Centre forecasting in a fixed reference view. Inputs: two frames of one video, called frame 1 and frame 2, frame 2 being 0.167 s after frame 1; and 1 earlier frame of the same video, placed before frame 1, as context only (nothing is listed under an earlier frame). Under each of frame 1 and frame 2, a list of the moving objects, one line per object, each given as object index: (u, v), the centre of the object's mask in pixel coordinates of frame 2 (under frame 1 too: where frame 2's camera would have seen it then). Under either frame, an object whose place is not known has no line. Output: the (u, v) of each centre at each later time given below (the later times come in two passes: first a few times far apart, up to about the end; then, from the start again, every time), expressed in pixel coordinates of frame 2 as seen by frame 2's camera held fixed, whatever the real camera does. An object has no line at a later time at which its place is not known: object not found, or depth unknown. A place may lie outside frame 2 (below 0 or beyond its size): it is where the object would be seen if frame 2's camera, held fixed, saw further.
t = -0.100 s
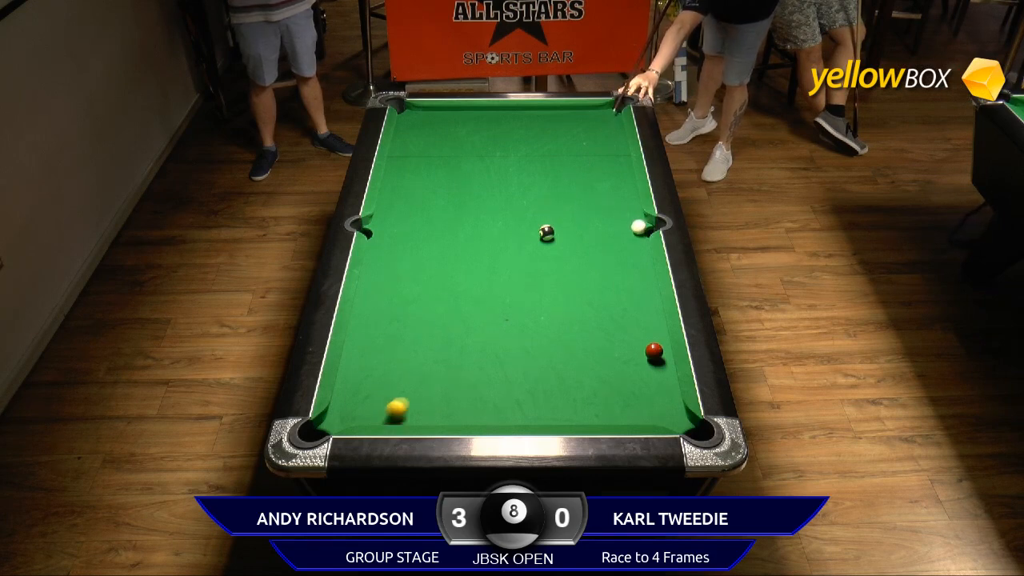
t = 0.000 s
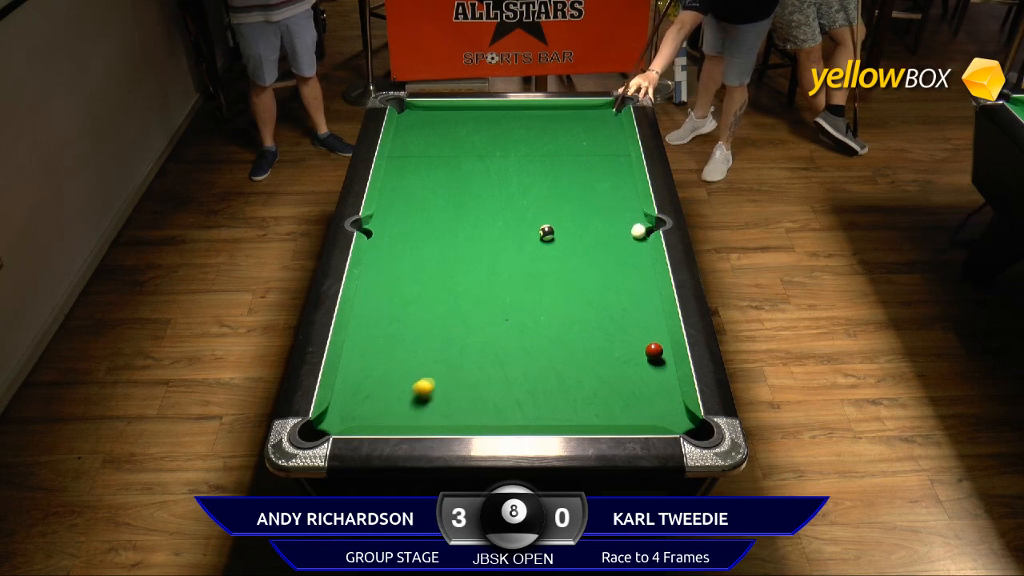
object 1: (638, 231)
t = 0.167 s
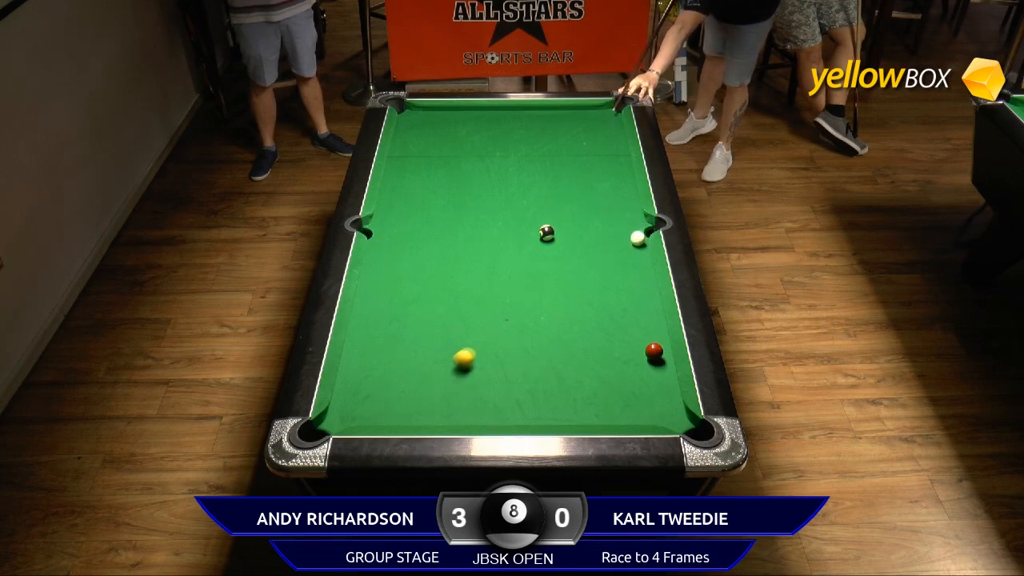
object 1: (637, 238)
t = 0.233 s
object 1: (637, 241)
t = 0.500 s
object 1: (636, 251)
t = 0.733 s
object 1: (635, 259)
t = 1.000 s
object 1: (633, 268)
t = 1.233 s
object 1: (631, 275)
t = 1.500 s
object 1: (630, 282)
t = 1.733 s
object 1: (628, 287)
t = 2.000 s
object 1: (626, 292)
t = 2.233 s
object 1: (624, 295)
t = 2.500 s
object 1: (623, 298)
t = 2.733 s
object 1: (622, 299)
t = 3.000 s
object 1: (621, 300)
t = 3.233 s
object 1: (621, 300)
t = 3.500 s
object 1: (622, 300)
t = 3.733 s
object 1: (622, 300)
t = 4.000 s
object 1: (622, 300)
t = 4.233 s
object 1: (622, 300)
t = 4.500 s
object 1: (622, 300)
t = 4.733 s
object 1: (622, 300)
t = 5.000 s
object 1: (622, 300)
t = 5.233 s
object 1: (622, 300)
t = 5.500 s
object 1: (622, 300)
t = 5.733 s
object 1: (622, 300)
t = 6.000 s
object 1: (622, 300)
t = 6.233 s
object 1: (622, 300)
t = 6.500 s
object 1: (622, 300)
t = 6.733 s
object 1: (622, 300)
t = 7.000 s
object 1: (622, 300)
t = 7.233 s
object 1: (622, 300)
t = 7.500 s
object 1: (622, 300)
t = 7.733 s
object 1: (622, 300)
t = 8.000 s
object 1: (622, 300)
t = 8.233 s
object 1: (622, 300)
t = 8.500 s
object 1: (622, 300)
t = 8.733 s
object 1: (622, 300)
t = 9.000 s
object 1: (622, 300)
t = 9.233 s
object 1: (622, 300)
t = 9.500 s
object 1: (622, 300)
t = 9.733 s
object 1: (622, 300)
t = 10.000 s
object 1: (622, 300)
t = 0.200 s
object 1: (637, 239)
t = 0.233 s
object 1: (637, 241)
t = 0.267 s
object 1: (637, 242)
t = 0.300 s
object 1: (637, 243)
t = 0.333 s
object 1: (637, 244)
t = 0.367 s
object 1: (637, 246)
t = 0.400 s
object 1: (636, 247)
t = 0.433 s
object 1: (636, 248)
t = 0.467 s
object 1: (636, 249)
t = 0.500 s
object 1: (636, 251)
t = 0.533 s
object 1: (636, 252)
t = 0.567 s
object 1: (636, 253)
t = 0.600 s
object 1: (635, 254)
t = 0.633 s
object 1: (635, 256)
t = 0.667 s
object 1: (635, 257)
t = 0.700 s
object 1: (635, 258)
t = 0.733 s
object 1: (635, 259)
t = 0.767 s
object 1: (634, 260)
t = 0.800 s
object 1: (634, 261)
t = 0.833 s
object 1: (634, 262)
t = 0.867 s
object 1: (634, 264)
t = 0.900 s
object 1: (634, 265)
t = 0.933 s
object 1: (633, 266)
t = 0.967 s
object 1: (633, 267)
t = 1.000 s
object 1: (633, 268)
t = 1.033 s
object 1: (633, 269)
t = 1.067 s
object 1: (632, 270)
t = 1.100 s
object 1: (632, 271)
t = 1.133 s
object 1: (632, 272)
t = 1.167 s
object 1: (632, 273)
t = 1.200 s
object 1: (632, 274)
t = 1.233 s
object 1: (631, 275)
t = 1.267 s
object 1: (631, 276)
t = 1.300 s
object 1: (631, 277)
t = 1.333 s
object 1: (631, 278)
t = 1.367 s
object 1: (631, 279)
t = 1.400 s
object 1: (630, 280)
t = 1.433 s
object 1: (630, 280)
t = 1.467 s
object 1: (630, 281)
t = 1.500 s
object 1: (630, 282)
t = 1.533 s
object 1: (630, 283)
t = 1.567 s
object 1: (629, 284)
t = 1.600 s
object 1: (629, 284)
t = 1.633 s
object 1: (629, 285)
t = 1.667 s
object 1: (629, 286)
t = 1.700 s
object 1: (629, 287)
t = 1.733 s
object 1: (628, 287)
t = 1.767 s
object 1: (628, 288)
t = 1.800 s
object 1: (628, 289)
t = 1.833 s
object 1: (627, 289)
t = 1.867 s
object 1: (627, 290)
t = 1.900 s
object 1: (627, 290)
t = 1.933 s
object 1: (627, 291)
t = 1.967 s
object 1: (627, 292)
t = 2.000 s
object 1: (626, 292)
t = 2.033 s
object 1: (626, 293)
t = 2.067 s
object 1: (626, 293)
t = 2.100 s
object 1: (626, 293)
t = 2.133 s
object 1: (625, 294)
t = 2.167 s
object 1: (625, 294)
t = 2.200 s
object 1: (625, 295)
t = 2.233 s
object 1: (624, 295)
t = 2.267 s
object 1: (624, 296)
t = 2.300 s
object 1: (624, 296)
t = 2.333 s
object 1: (624, 296)
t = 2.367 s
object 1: (624, 297)
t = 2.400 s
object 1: (623, 297)
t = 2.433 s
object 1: (623, 298)
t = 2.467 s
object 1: (623, 298)
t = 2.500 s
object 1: (623, 298)
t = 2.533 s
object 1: (623, 298)
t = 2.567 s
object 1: (623, 298)
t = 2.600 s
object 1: (622, 299)
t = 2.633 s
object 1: (622, 299)
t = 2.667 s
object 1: (622, 299)
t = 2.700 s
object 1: (622, 299)
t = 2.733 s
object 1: (622, 299)
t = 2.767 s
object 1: (622, 299)
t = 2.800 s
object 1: (622, 299)
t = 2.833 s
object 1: (622, 300)
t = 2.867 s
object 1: (622, 300)
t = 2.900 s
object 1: (622, 300)
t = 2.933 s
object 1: (622, 300)
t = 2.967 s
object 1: (621, 300)
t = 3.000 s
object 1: (621, 300)
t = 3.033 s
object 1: (621, 300)
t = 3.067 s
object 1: (621, 300)
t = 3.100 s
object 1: (621, 300)
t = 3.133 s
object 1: (621, 300)
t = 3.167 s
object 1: (621, 300)
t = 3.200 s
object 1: (621, 300)
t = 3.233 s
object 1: (621, 300)
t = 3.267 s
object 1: (621, 300)
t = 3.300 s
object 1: (622, 300)
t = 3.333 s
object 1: (622, 300)
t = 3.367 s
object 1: (622, 300)
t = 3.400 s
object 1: (622, 300)
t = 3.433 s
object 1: (622, 300)
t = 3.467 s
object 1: (622, 300)
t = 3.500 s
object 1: (622, 300)
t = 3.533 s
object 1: (622, 300)
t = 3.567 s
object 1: (622, 300)
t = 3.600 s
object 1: (622, 300)
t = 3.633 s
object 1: (622, 300)
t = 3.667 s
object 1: (622, 300)
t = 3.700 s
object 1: (622, 300)
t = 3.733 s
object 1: (622, 300)
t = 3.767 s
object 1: (622, 300)
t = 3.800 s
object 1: (622, 300)
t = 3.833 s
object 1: (622, 300)
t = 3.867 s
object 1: (622, 300)
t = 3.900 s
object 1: (622, 300)
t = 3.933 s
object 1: (622, 300)
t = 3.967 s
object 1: (622, 300)
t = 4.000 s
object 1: (622, 300)
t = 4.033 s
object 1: (622, 300)
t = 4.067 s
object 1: (622, 300)
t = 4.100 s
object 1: (622, 300)
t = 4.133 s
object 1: (622, 300)
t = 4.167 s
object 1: (622, 300)
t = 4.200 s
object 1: (622, 300)
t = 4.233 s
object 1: (622, 300)
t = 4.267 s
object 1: (622, 300)
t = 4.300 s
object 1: (622, 300)
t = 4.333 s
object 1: (622, 300)
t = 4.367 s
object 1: (622, 300)
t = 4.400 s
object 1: (622, 300)
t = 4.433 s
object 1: (622, 300)
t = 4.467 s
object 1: (622, 300)
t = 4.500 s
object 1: (622, 300)
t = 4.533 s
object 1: (622, 300)
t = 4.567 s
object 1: (622, 300)
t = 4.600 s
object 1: (622, 300)
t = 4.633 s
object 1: (622, 300)
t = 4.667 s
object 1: (622, 300)
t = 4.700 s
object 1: (622, 300)
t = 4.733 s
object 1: (622, 300)
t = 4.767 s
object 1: (622, 300)
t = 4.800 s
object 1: (621, 300)
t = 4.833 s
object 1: (622, 300)
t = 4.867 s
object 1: (622, 300)
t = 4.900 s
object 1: (622, 300)
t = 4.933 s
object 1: (622, 300)
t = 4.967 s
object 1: (622, 300)
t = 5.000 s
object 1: (622, 300)
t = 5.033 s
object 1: (622, 300)
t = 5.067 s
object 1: (622, 300)
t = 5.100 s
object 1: (622, 300)
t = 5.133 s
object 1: (622, 300)
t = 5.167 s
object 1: (622, 300)
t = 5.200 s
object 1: (622, 300)
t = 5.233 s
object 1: (622, 300)
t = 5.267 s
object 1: (622, 300)
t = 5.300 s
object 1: (622, 300)
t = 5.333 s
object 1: (622, 300)
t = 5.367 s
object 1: (622, 300)
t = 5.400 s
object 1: (622, 300)
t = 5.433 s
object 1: (622, 300)
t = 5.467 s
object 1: (622, 300)
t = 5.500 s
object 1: (622, 300)
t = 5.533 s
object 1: (622, 300)
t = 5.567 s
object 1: (622, 300)
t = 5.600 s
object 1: (622, 300)
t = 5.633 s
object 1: (622, 300)
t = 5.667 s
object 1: (622, 300)
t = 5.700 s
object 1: (622, 300)
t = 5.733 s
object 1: (622, 300)
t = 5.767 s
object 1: (622, 300)
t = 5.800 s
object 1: (622, 300)
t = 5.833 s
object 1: (622, 300)
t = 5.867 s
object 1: (622, 300)
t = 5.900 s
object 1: (622, 300)
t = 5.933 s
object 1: (622, 300)
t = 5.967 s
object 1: (622, 300)
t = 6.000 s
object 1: (622, 300)
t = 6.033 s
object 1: (622, 300)
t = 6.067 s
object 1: (622, 300)
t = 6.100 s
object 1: (622, 300)
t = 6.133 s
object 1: (622, 300)
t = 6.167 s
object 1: (622, 300)
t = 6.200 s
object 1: (622, 300)
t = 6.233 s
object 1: (622, 300)
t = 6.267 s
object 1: (622, 300)
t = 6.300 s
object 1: (622, 300)
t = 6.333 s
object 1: (622, 300)
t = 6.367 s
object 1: (622, 300)
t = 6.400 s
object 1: (622, 300)
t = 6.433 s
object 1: (622, 300)
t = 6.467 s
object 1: (622, 300)
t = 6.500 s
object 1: (622, 300)
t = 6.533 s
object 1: (622, 300)
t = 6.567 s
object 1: (622, 300)
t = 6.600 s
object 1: (622, 300)
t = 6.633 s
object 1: (622, 300)
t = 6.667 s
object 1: (622, 300)
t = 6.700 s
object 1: (622, 300)
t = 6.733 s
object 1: (622, 300)
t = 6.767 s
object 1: (622, 300)
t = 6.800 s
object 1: (622, 300)
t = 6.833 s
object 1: (622, 300)
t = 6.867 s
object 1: (622, 300)
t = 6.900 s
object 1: (622, 300)
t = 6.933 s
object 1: (622, 300)
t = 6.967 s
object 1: (622, 300)
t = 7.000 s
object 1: (622, 300)
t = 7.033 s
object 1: (622, 300)
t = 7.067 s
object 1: (622, 300)
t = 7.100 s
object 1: (622, 300)
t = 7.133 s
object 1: (622, 300)
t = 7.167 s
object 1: (622, 300)
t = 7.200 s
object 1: (622, 300)
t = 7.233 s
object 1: (622, 300)
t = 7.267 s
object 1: (622, 300)
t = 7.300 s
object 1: (622, 300)
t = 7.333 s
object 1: (622, 300)
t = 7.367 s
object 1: (622, 300)
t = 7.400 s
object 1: (622, 300)
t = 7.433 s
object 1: (622, 300)
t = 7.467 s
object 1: (622, 300)
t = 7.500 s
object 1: (622, 300)
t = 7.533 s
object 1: (622, 300)
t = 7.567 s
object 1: (622, 300)
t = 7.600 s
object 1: (622, 300)
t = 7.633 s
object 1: (622, 300)
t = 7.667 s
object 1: (622, 300)
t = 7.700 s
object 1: (622, 300)
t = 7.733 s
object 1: (622, 300)
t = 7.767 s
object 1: (622, 300)
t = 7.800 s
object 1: (622, 300)
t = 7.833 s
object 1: (622, 300)
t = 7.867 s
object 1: (622, 300)
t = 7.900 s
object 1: (622, 300)
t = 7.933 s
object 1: (622, 300)
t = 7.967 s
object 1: (622, 300)
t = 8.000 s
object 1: (622, 300)
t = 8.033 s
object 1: (622, 300)
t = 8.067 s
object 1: (622, 300)
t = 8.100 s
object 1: (622, 300)
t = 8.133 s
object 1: (622, 300)
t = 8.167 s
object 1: (622, 300)
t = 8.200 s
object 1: (622, 300)
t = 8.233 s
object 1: (622, 300)
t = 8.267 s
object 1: (622, 300)
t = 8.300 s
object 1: (622, 300)
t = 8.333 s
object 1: (622, 300)
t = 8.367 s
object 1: (622, 300)
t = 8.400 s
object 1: (622, 300)
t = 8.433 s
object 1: (622, 300)
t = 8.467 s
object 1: (622, 300)
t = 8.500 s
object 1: (622, 300)
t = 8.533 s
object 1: (622, 300)
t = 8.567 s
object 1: (622, 300)
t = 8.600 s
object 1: (622, 300)
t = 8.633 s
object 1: (622, 300)
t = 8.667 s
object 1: (622, 300)
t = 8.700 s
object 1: (622, 300)
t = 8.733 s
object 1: (622, 300)
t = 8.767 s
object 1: (622, 300)
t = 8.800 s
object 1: (622, 300)
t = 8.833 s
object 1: (621, 300)
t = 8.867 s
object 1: (622, 300)
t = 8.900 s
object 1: (622, 300)
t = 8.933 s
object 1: (622, 300)
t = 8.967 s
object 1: (622, 300)
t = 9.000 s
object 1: (622, 300)
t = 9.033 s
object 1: (622, 300)
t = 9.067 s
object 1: (622, 300)
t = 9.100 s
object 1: (622, 300)
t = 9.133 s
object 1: (622, 300)
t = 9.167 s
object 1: (622, 300)
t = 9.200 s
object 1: (622, 300)
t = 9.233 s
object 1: (622, 300)
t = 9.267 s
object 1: (622, 300)
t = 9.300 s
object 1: (622, 300)
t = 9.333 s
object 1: (622, 300)
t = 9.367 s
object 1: (622, 300)
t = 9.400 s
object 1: (622, 300)
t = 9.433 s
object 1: (622, 300)
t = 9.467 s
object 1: (622, 300)
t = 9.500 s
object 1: (622, 300)
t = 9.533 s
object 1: (622, 300)
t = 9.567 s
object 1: (622, 300)
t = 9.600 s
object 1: (622, 300)
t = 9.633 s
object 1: (622, 300)
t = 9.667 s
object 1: (622, 300)
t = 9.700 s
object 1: (622, 300)
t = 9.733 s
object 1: (622, 300)
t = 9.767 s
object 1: (622, 300)
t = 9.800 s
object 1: (622, 300)
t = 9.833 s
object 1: (622, 300)
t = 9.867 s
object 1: (622, 300)
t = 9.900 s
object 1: (622, 300)
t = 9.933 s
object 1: (622, 300)
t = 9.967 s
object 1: (622, 300)
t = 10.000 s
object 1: (622, 300)
